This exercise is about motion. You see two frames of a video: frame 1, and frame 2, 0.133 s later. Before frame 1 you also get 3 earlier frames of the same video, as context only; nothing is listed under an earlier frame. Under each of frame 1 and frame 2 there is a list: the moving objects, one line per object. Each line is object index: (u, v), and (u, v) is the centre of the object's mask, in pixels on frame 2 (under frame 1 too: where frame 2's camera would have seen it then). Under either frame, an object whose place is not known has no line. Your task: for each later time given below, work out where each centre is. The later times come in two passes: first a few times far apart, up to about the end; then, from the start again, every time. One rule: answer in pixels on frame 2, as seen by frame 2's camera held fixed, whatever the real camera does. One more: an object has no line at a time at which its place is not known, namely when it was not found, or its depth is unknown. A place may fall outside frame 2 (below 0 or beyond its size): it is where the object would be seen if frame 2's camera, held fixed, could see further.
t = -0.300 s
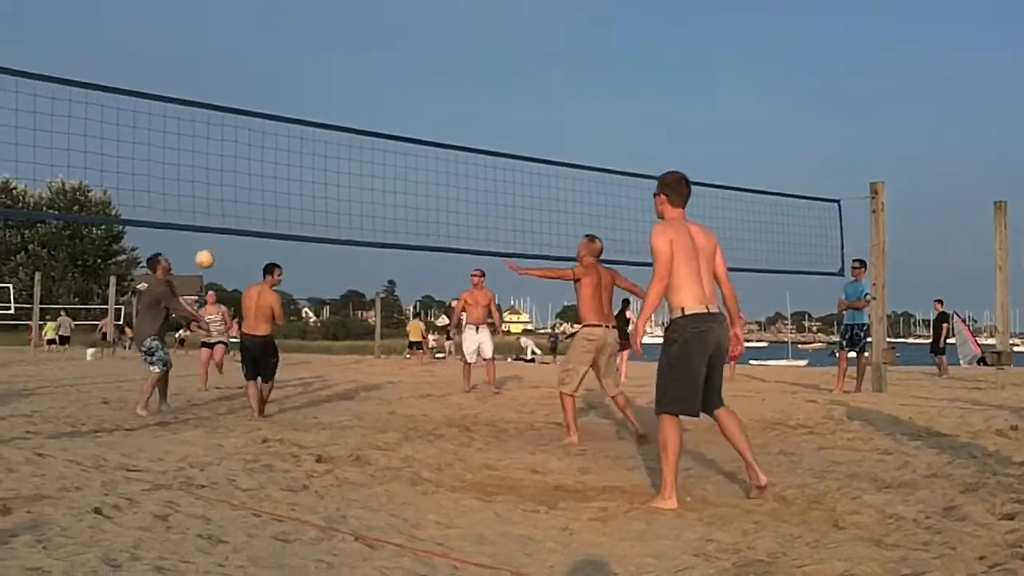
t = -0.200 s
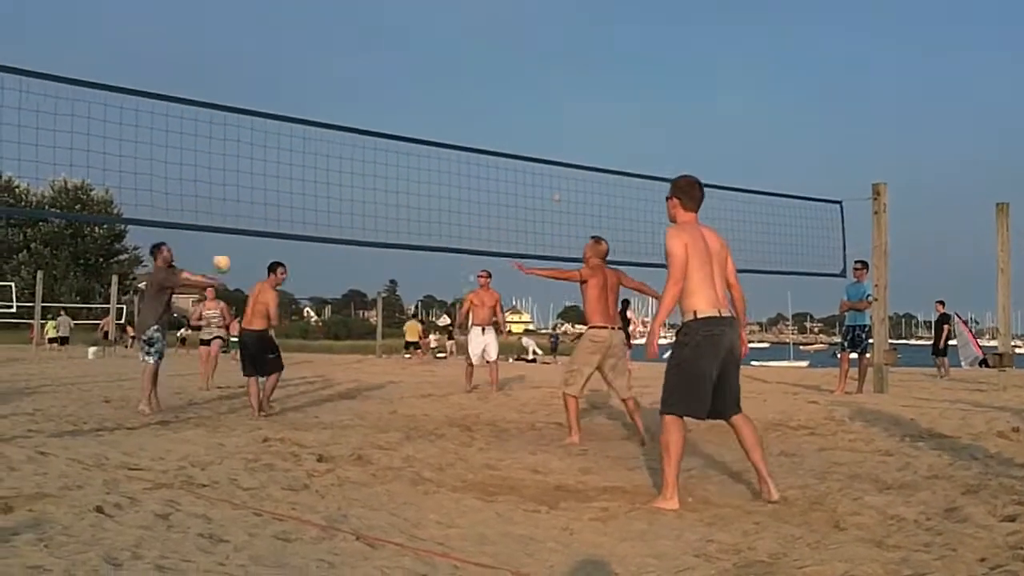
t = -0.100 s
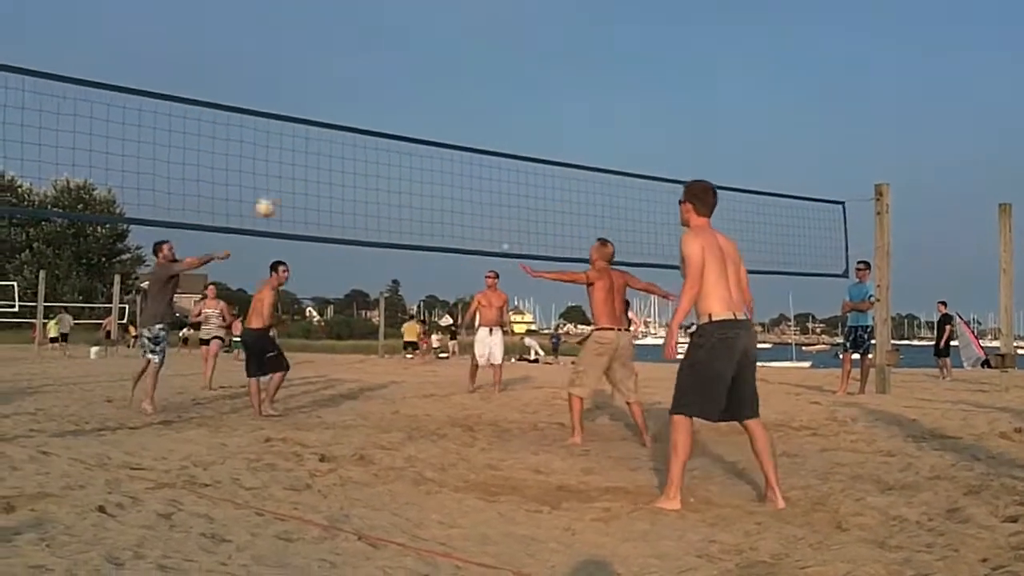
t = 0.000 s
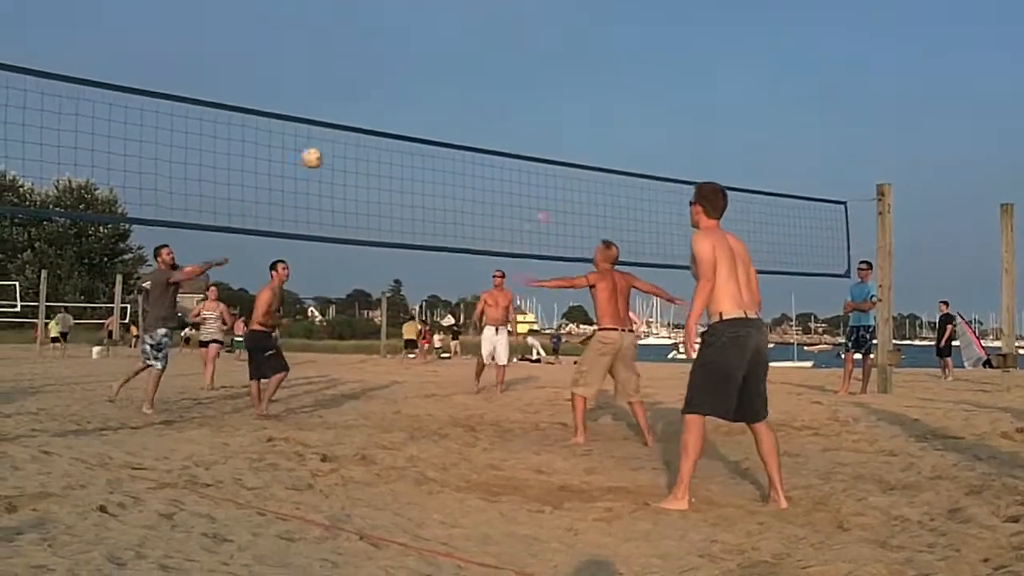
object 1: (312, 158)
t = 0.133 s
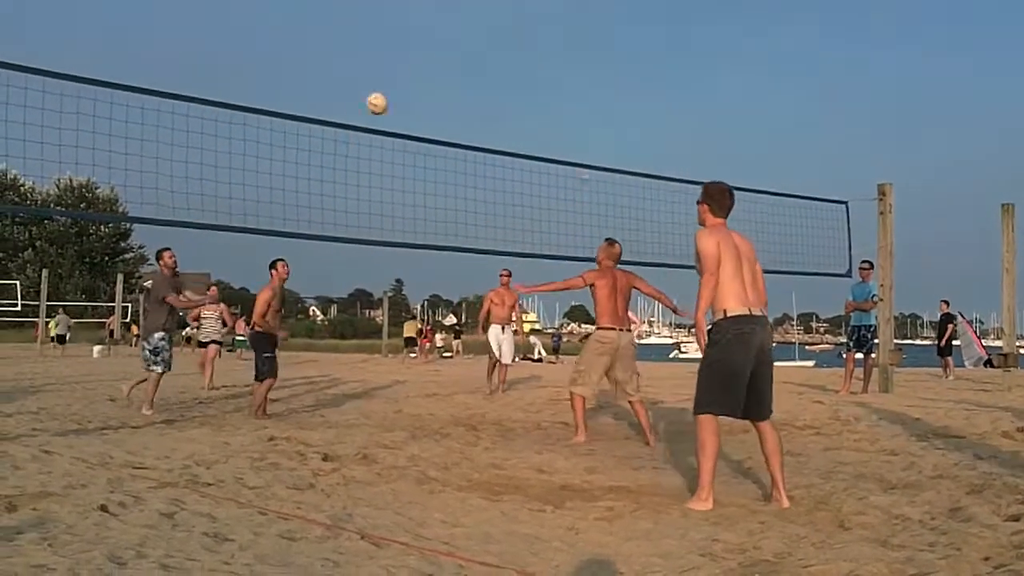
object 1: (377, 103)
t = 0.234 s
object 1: (428, 73)
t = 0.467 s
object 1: (562, 40)
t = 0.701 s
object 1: (720, 74)
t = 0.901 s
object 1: (879, 172)
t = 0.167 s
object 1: (394, 92)
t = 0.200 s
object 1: (411, 82)
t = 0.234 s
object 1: (428, 73)
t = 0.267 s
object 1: (446, 65)
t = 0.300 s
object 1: (464, 58)
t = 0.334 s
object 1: (482, 52)
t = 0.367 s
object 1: (502, 47)
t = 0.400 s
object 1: (522, 44)
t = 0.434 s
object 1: (541, 41)
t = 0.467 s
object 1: (562, 40)
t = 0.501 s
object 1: (583, 40)
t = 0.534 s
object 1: (604, 42)
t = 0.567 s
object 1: (626, 45)
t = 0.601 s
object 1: (650, 50)
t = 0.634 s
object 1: (671, 57)
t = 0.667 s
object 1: (696, 65)
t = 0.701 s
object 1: (720, 74)
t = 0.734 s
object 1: (744, 85)
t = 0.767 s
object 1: (769, 98)
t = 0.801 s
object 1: (796, 113)
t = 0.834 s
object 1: (823, 130)
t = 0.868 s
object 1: (851, 151)
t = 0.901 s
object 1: (879, 172)
